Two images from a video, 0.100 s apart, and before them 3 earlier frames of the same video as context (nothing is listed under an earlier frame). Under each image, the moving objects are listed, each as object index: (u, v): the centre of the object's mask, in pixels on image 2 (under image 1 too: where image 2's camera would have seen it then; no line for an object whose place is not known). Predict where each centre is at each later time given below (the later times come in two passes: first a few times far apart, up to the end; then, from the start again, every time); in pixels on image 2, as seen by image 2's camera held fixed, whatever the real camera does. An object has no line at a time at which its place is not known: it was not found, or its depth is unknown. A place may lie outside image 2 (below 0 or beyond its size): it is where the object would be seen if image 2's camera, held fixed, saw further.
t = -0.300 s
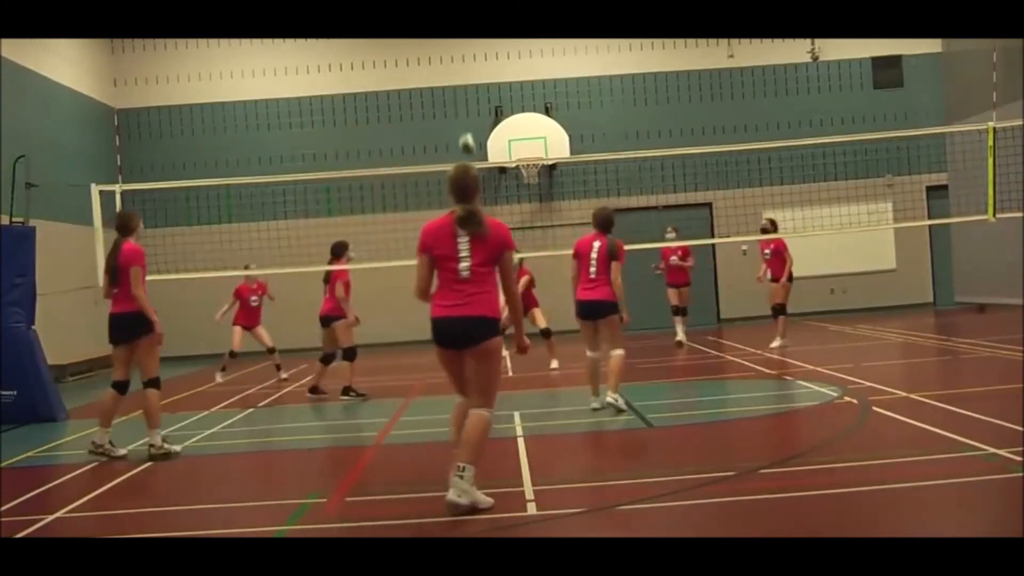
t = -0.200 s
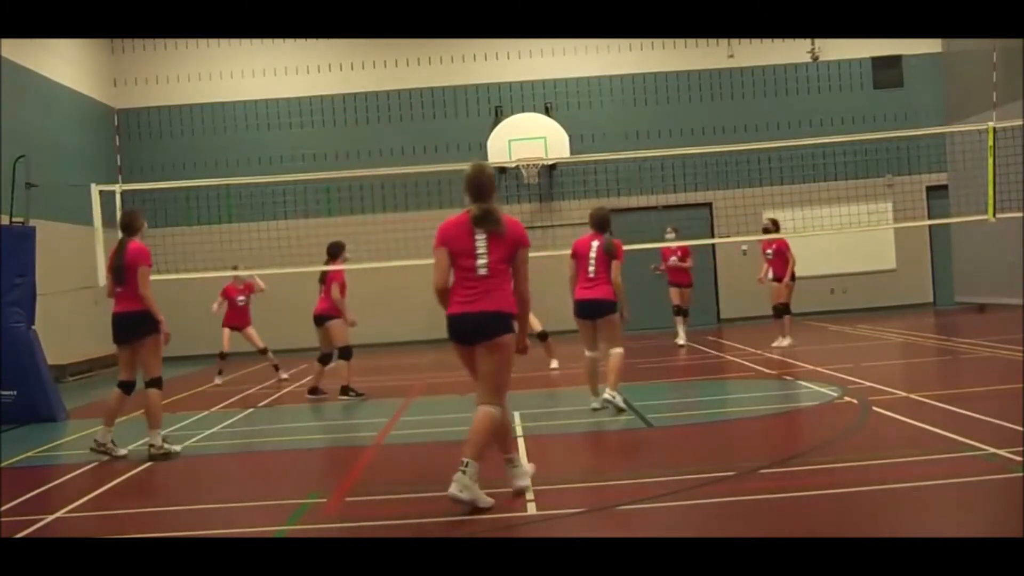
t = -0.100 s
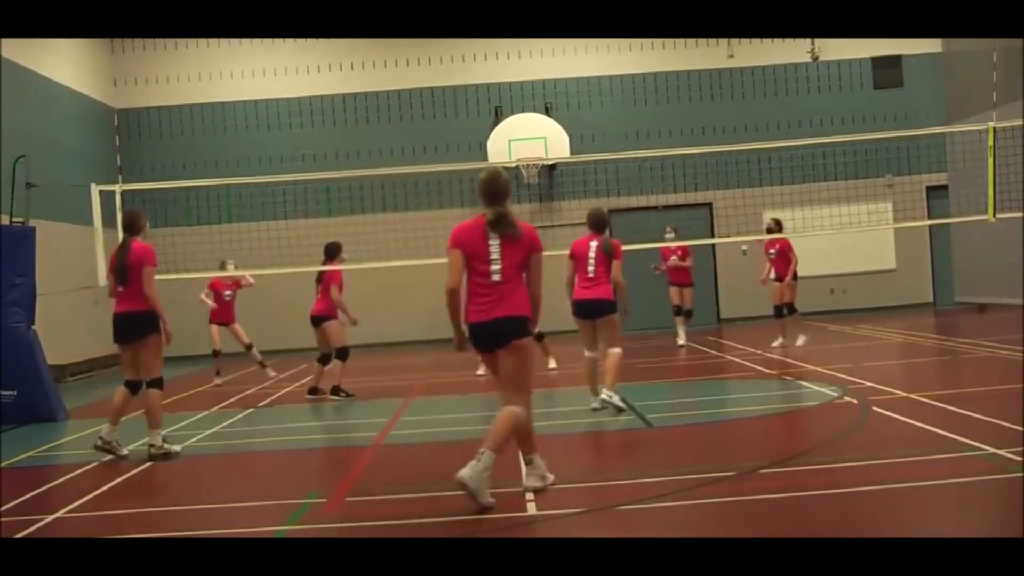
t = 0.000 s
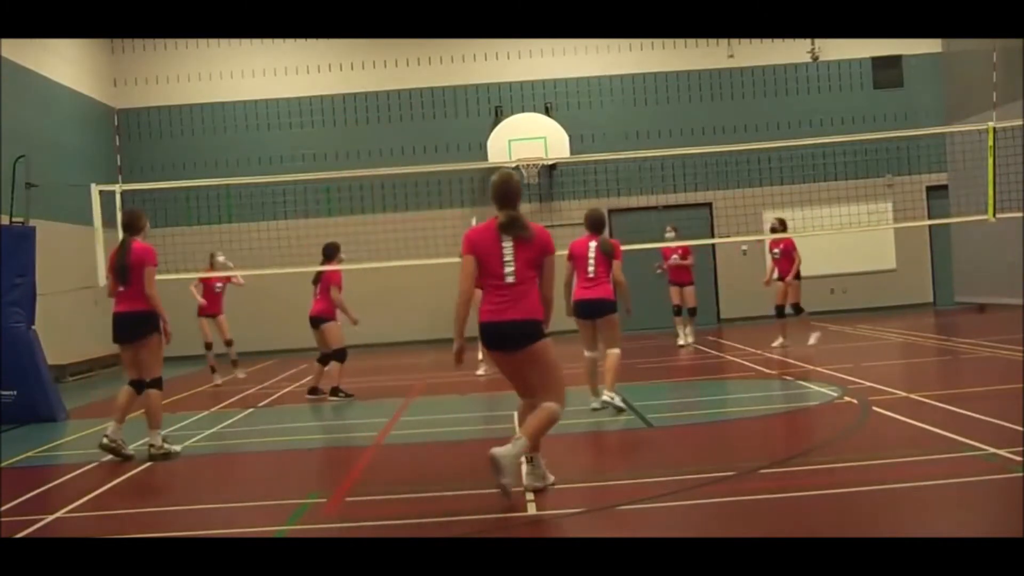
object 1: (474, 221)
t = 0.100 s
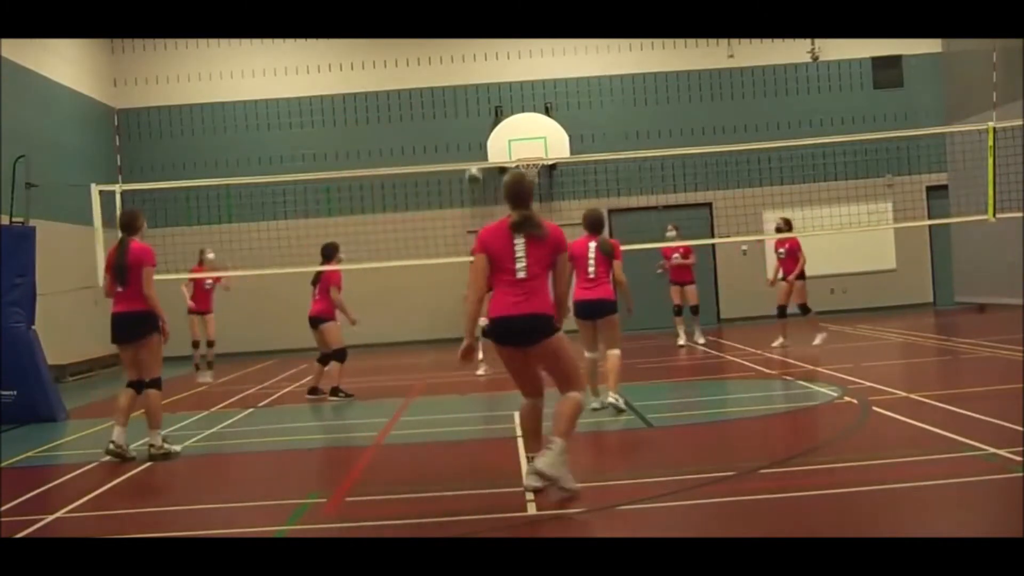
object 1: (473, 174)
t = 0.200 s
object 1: (470, 128)
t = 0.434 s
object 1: (465, 61)
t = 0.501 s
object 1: (465, 51)
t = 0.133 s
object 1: (472, 155)
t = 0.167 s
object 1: (471, 142)
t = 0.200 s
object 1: (470, 128)
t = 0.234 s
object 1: (469, 115)
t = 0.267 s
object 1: (469, 104)
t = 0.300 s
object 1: (468, 94)
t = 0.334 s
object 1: (467, 86)
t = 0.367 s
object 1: (466, 77)
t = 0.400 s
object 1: (465, 69)
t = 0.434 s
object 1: (465, 61)
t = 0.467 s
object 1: (465, 56)
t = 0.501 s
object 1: (465, 51)
